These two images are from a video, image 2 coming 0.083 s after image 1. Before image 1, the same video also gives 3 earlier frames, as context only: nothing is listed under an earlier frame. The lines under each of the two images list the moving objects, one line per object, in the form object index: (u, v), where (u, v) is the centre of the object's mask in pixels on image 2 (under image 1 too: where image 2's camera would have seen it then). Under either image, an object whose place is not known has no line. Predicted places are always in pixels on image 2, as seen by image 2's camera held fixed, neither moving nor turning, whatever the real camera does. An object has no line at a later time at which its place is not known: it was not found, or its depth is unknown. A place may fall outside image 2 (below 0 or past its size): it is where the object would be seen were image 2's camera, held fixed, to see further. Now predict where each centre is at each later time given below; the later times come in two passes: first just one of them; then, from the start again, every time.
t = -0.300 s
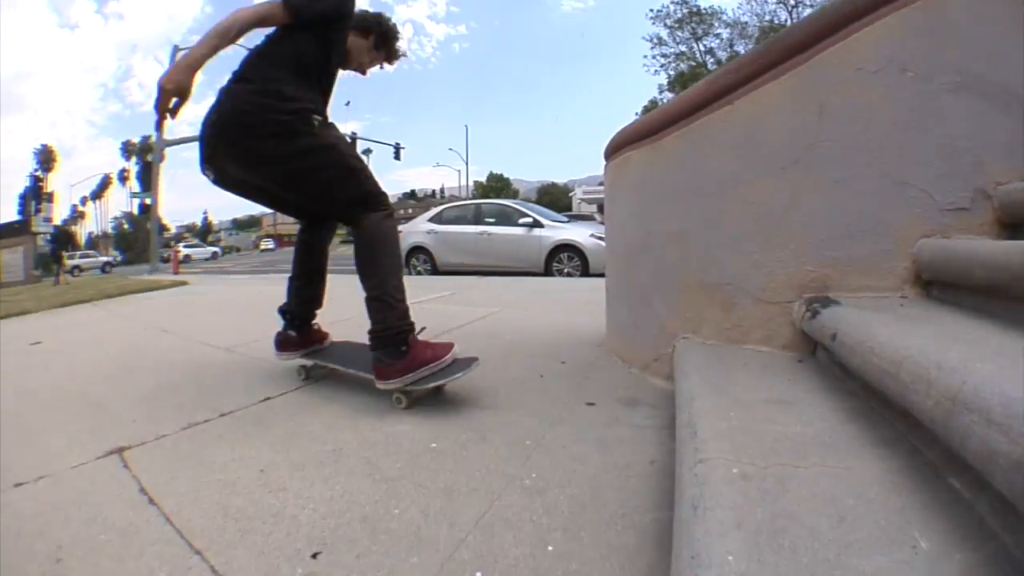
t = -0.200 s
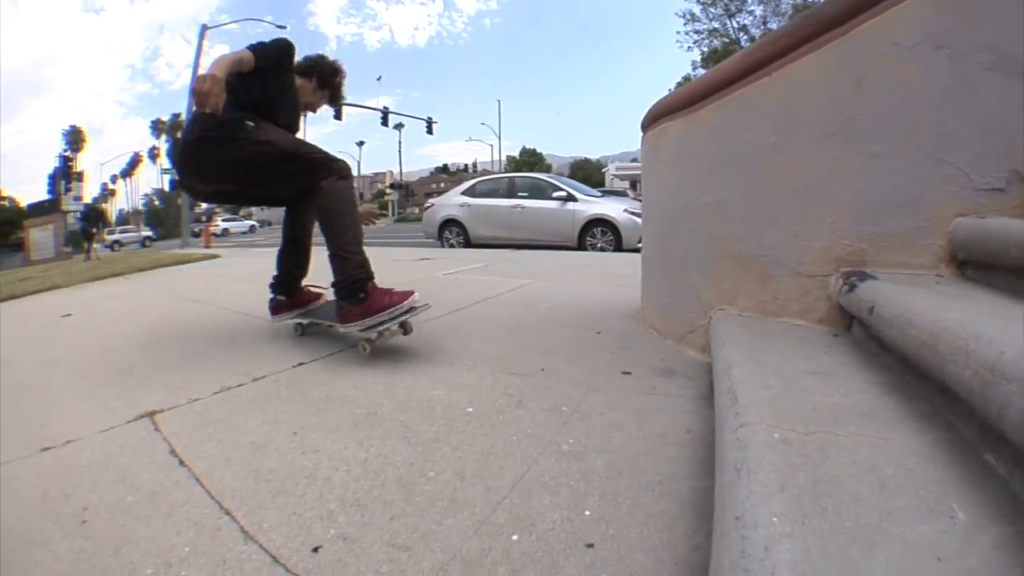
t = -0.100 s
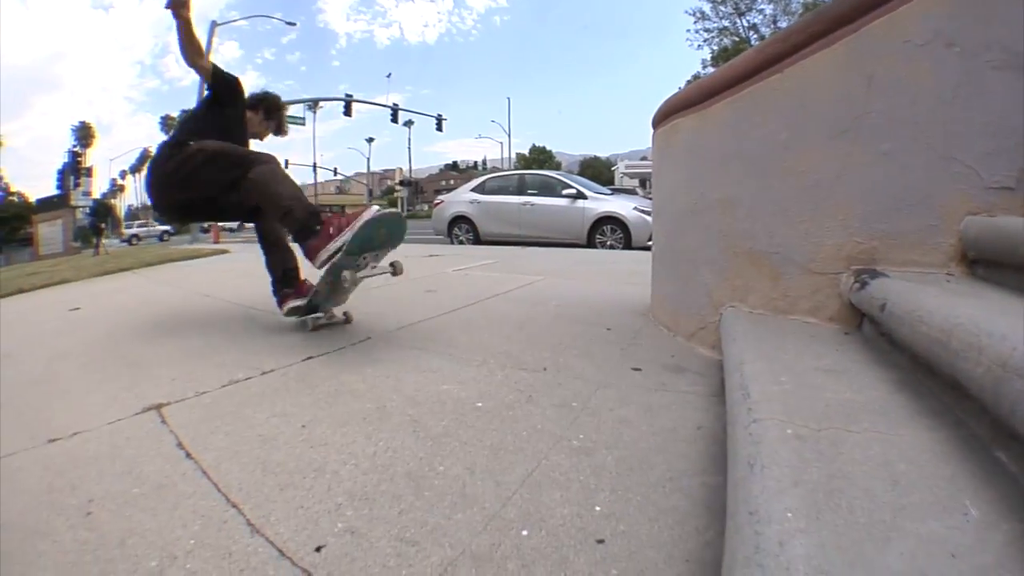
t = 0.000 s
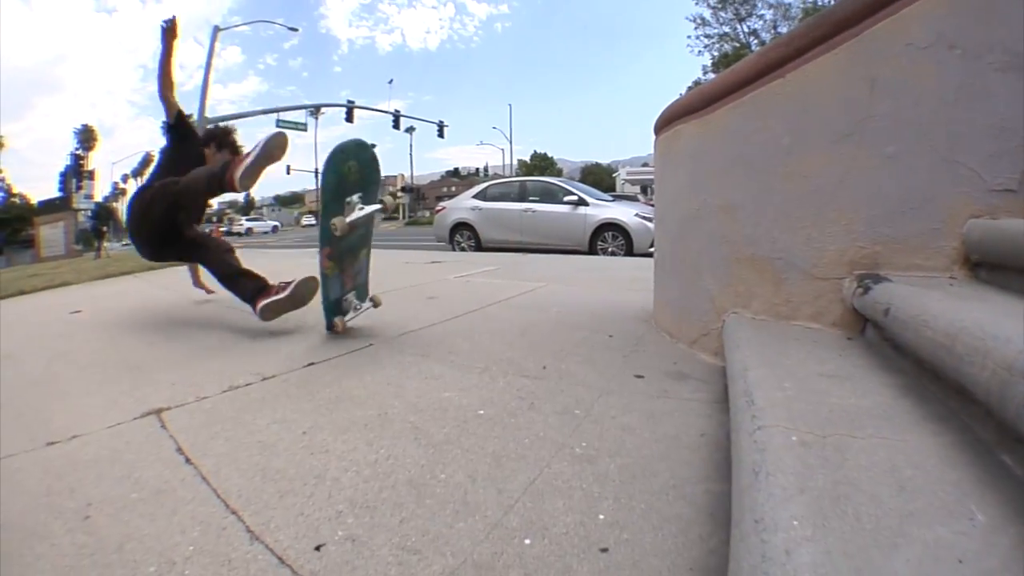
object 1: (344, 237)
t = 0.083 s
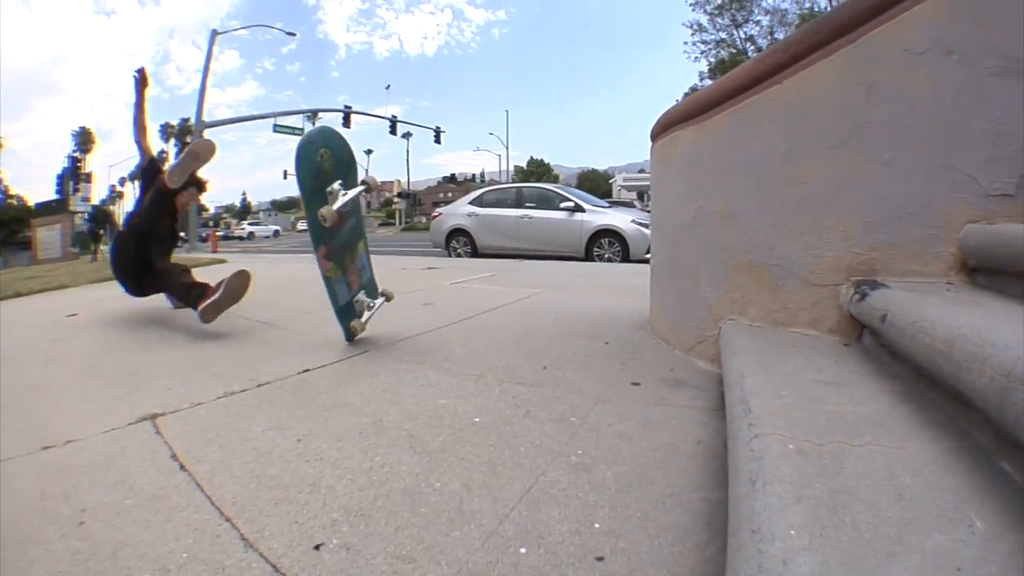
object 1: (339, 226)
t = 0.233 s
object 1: (327, 248)
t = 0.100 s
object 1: (338, 226)
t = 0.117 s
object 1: (337, 227)
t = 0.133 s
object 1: (336, 228)
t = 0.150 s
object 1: (335, 230)
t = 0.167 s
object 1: (333, 233)
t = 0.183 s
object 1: (332, 235)
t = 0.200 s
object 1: (331, 239)
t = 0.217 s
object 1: (329, 243)
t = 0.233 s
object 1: (327, 248)
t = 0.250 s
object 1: (326, 255)
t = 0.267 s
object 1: (324, 262)
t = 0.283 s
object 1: (323, 271)
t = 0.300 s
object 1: (321, 279)
